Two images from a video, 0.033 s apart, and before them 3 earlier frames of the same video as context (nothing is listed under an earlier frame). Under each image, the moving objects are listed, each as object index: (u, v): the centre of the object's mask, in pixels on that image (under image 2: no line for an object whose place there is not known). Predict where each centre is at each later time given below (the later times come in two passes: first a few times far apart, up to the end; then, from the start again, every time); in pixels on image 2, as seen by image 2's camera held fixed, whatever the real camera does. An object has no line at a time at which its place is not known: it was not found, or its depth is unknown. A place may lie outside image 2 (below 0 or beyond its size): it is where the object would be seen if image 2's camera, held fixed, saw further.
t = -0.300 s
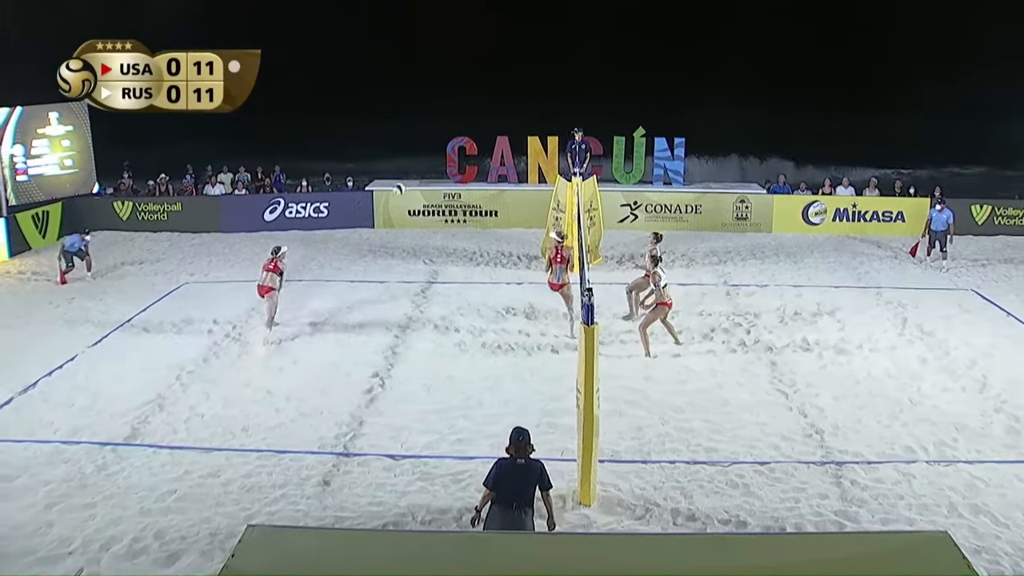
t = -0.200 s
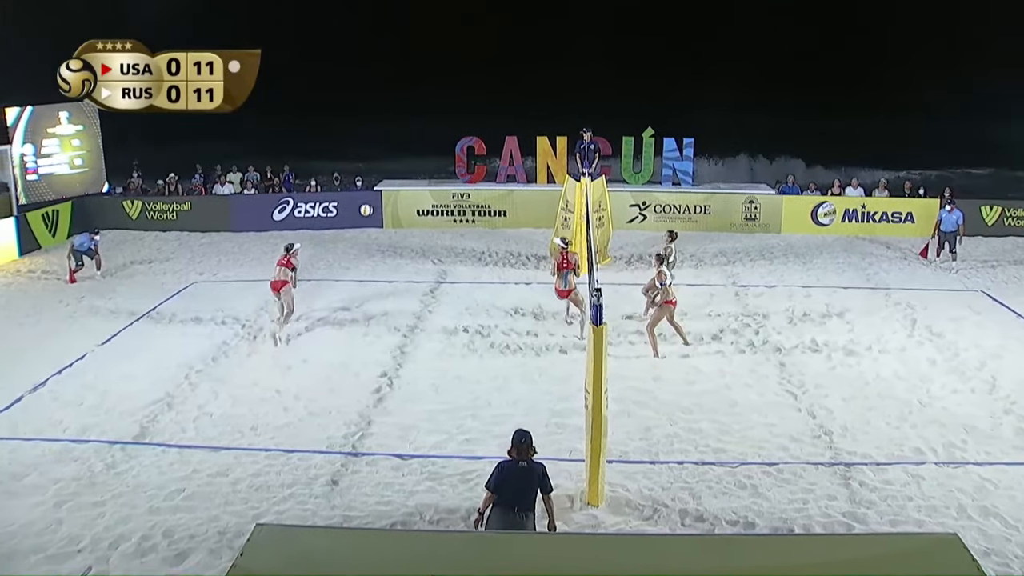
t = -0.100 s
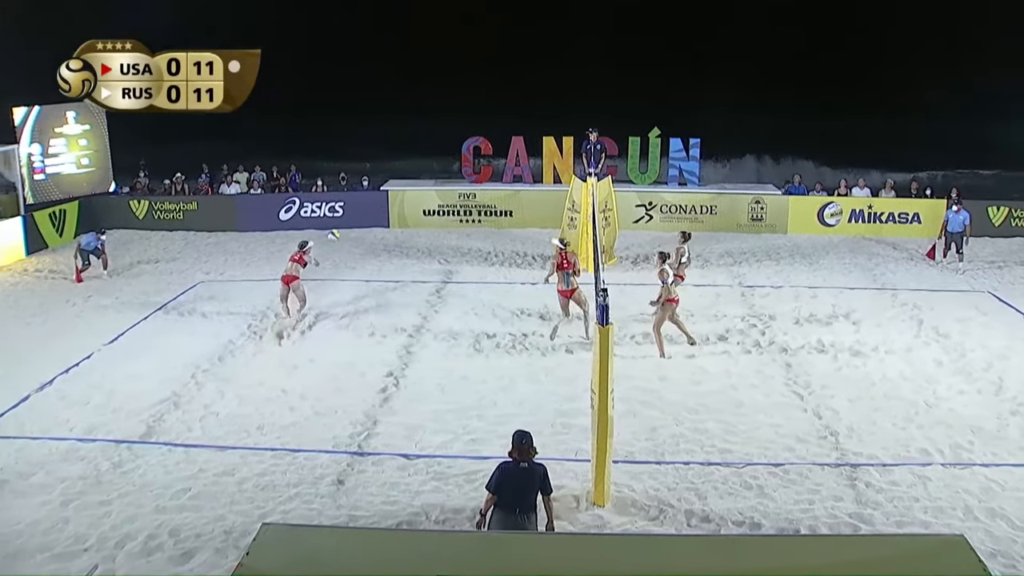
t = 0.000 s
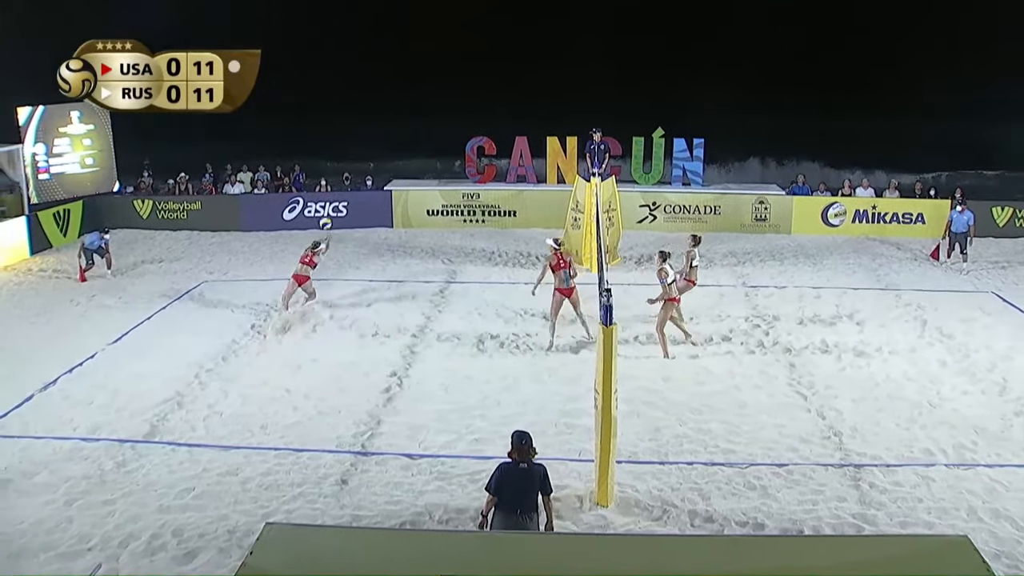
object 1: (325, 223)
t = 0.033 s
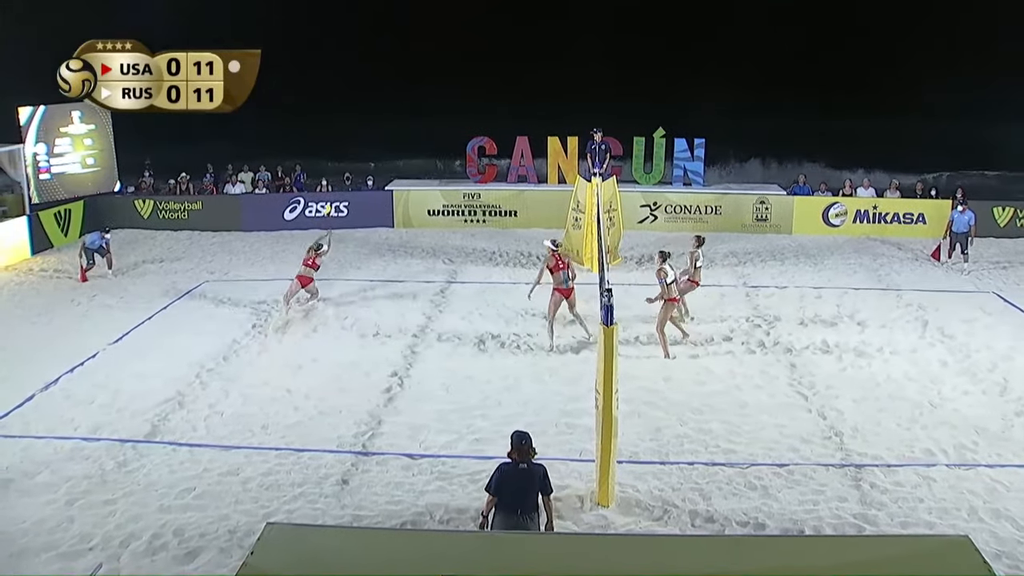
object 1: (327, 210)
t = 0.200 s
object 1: (342, 153)
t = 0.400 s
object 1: (358, 103)
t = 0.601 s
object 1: (375, 75)
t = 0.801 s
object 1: (391, 68)
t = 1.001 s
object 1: (407, 82)
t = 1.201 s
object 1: (423, 117)
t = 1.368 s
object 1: (436, 162)
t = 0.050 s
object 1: (329, 203)
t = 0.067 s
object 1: (332, 197)
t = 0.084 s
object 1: (333, 191)
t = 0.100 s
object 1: (334, 186)
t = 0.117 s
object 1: (335, 180)
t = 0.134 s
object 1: (336, 174)
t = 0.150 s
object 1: (338, 169)
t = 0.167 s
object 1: (339, 163)
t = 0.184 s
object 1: (340, 158)
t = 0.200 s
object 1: (342, 153)
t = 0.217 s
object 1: (343, 148)
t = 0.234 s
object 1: (344, 143)
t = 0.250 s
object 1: (345, 139)
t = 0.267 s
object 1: (347, 134)
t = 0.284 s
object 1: (348, 130)
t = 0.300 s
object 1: (349, 126)
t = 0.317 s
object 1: (351, 122)
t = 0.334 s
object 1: (352, 118)
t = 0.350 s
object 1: (354, 114)
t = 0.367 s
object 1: (355, 110)
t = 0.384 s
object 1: (356, 107)
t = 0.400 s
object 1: (358, 103)
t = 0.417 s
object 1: (359, 100)
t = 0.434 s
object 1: (361, 98)
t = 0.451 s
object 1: (362, 94)
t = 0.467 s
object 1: (363, 92)
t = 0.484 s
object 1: (365, 89)
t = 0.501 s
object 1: (366, 86)
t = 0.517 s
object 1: (367, 84)
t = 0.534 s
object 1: (369, 82)
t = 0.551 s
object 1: (370, 80)
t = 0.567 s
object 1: (372, 78)
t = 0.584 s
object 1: (373, 77)
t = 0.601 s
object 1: (375, 75)
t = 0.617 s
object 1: (376, 73)
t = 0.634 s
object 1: (377, 72)
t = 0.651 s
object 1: (379, 71)
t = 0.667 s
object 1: (380, 70)
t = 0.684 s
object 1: (381, 69)
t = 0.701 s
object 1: (383, 69)
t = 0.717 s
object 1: (384, 68)
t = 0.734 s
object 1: (385, 68)
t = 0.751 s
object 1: (387, 67)
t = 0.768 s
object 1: (388, 68)
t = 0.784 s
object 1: (390, 68)
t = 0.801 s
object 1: (391, 68)
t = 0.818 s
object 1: (392, 68)
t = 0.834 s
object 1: (394, 69)
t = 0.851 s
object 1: (395, 69)
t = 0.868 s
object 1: (396, 70)
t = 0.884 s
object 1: (398, 71)
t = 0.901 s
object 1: (399, 72)
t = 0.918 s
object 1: (400, 74)
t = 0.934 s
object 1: (402, 75)
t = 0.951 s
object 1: (403, 76)
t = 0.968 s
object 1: (404, 78)
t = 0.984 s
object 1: (405, 80)
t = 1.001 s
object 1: (407, 82)
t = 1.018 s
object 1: (408, 84)
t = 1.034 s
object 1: (410, 86)
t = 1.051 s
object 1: (411, 89)
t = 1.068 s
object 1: (412, 91)
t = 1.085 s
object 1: (414, 94)
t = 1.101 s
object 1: (415, 97)
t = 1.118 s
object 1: (416, 100)
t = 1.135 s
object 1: (418, 103)
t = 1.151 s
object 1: (419, 107)
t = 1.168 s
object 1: (420, 110)
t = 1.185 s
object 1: (421, 114)
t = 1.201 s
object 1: (423, 117)
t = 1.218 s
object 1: (424, 121)
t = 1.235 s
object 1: (425, 125)
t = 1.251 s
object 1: (427, 129)
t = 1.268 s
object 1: (428, 133)
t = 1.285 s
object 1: (430, 138)
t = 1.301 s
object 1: (431, 142)
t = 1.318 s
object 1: (432, 147)
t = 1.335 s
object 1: (433, 152)
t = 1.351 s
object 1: (435, 157)
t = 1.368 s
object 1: (436, 162)
